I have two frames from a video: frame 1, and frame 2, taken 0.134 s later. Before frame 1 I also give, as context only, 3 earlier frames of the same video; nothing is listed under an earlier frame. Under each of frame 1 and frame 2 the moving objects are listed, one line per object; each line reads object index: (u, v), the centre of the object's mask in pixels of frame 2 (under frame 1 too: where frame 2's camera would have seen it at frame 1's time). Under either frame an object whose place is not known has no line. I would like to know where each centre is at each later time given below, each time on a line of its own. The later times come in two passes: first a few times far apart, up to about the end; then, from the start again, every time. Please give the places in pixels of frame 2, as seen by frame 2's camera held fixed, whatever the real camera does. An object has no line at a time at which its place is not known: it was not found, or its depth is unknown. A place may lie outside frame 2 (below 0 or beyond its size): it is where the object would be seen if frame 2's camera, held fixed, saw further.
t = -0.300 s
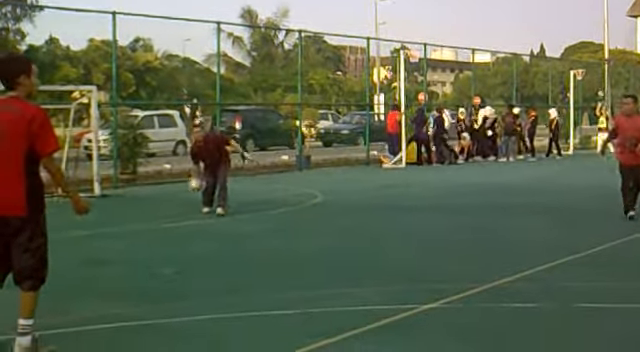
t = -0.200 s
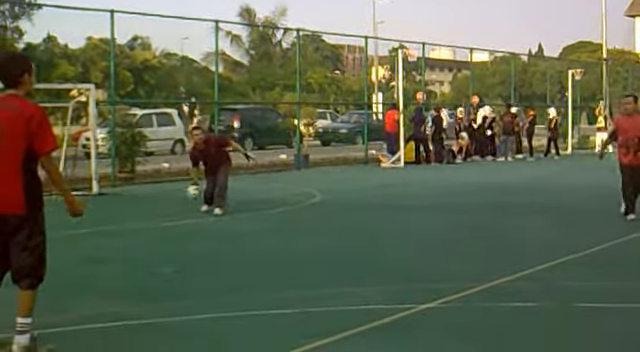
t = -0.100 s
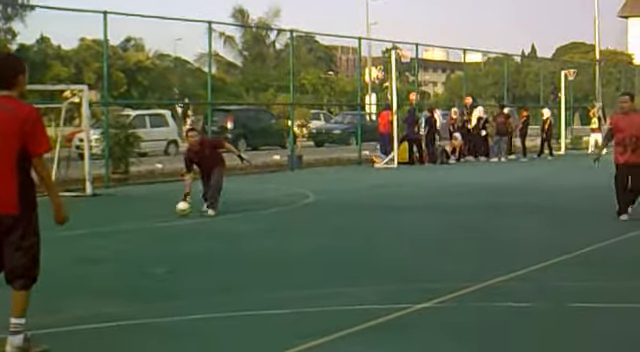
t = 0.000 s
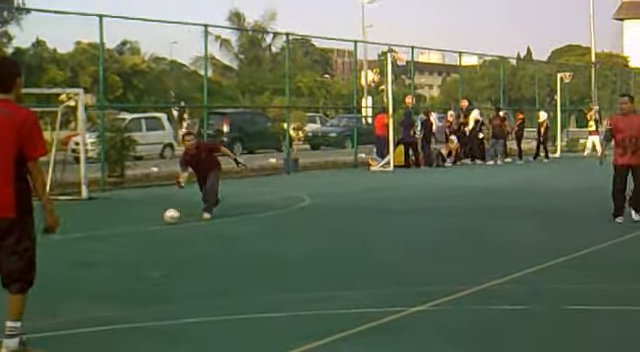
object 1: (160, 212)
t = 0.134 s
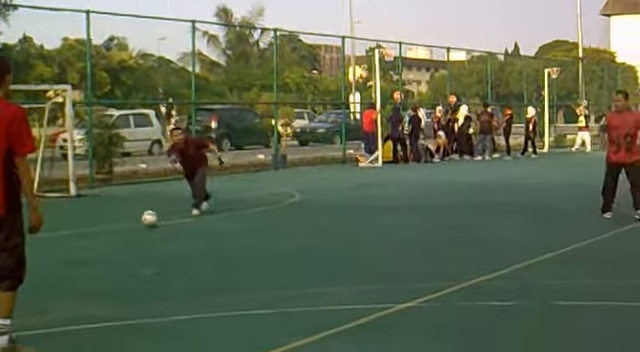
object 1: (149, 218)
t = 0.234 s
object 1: (139, 226)
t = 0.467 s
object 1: (115, 238)
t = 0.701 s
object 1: (85, 256)
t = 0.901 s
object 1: (53, 273)
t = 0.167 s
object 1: (146, 219)
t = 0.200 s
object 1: (142, 222)
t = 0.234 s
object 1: (139, 226)
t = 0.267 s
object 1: (137, 226)
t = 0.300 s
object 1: (132, 229)
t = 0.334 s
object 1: (129, 230)
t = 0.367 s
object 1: (125, 230)
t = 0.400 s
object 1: (122, 230)
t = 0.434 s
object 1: (118, 234)
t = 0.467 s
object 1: (115, 238)
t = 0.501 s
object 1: (111, 240)
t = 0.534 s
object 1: (106, 243)
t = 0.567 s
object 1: (102, 245)
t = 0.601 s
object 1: (98, 246)
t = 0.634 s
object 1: (94, 248)
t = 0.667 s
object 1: (89, 252)
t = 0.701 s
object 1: (85, 256)
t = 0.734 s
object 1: (80, 256)
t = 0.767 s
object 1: (75, 258)
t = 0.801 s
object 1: (70, 262)
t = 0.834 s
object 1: (65, 268)
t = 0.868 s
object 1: (59, 270)
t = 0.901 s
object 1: (53, 273)
